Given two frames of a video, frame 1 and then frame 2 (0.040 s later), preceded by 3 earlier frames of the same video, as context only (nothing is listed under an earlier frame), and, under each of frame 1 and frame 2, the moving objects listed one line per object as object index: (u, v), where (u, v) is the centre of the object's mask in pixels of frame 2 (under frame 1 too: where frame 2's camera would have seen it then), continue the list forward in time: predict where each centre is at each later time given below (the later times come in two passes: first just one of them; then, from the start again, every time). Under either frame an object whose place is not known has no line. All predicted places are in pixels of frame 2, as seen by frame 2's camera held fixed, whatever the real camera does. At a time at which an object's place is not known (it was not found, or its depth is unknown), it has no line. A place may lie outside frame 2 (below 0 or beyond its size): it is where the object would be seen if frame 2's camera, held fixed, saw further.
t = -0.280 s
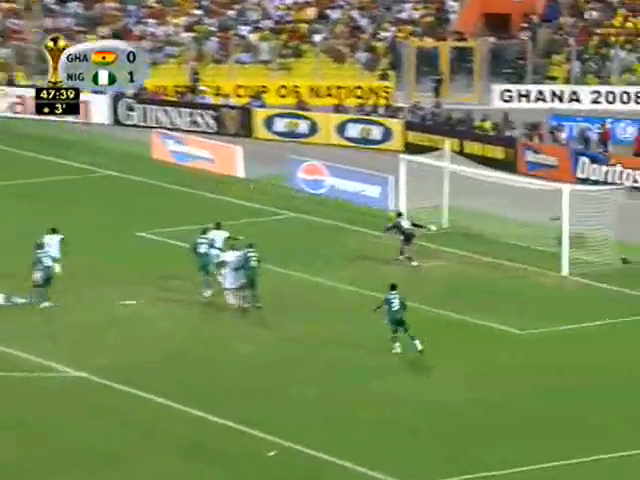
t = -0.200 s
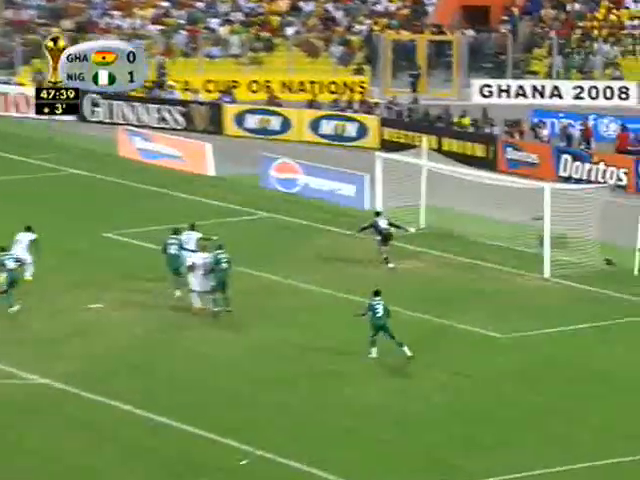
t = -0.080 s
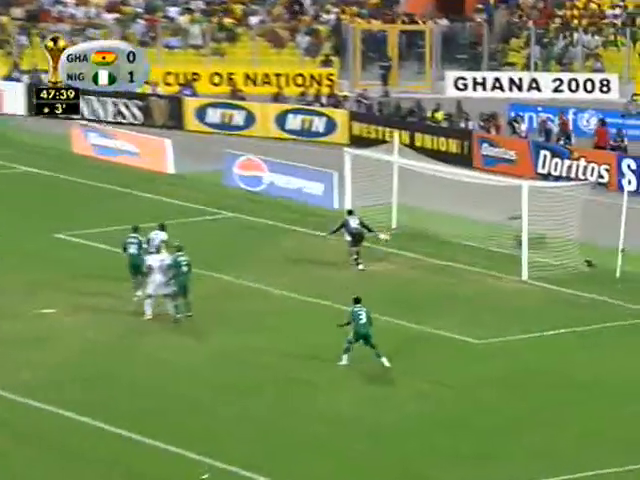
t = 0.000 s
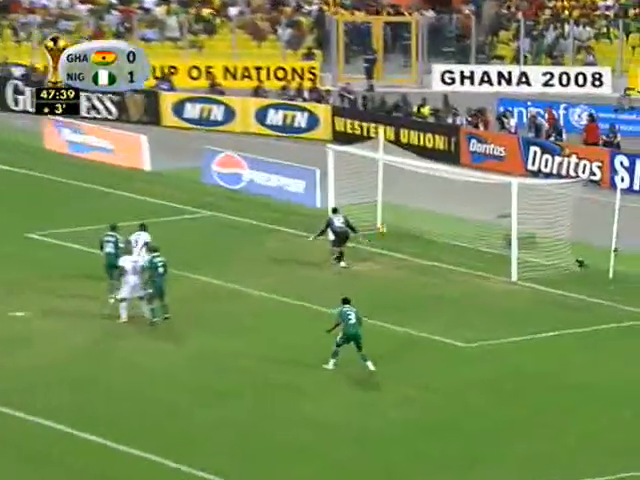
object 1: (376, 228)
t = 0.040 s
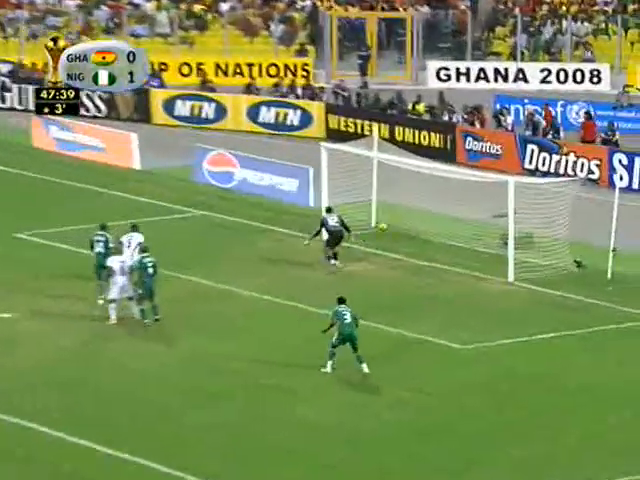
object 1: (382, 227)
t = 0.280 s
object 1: (418, 224)
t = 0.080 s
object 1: (388, 224)
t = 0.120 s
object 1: (395, 222)
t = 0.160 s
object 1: (401, 222)
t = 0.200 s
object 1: (406, 222)
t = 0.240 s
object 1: (411, 223)
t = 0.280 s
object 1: (418, 224)
